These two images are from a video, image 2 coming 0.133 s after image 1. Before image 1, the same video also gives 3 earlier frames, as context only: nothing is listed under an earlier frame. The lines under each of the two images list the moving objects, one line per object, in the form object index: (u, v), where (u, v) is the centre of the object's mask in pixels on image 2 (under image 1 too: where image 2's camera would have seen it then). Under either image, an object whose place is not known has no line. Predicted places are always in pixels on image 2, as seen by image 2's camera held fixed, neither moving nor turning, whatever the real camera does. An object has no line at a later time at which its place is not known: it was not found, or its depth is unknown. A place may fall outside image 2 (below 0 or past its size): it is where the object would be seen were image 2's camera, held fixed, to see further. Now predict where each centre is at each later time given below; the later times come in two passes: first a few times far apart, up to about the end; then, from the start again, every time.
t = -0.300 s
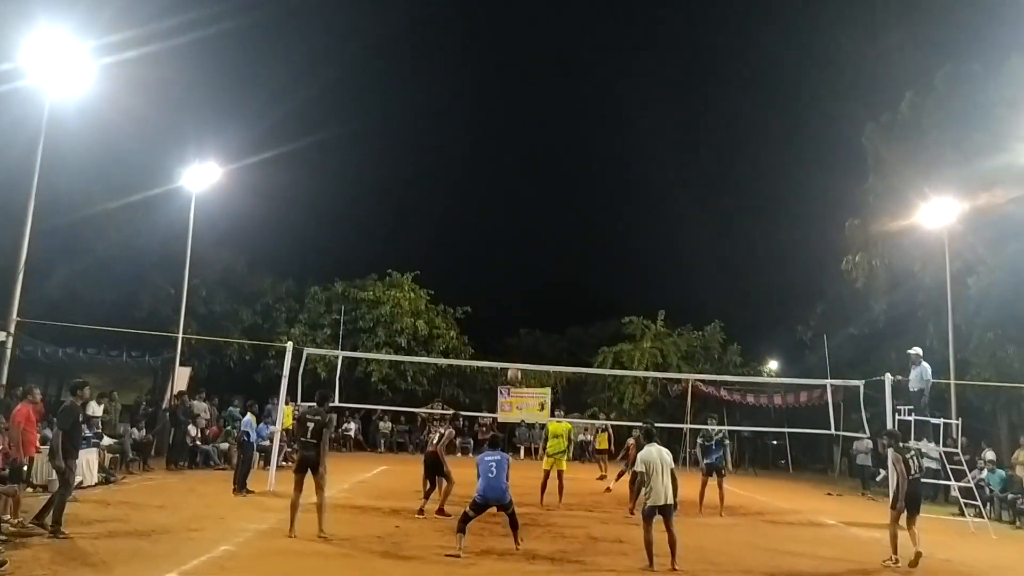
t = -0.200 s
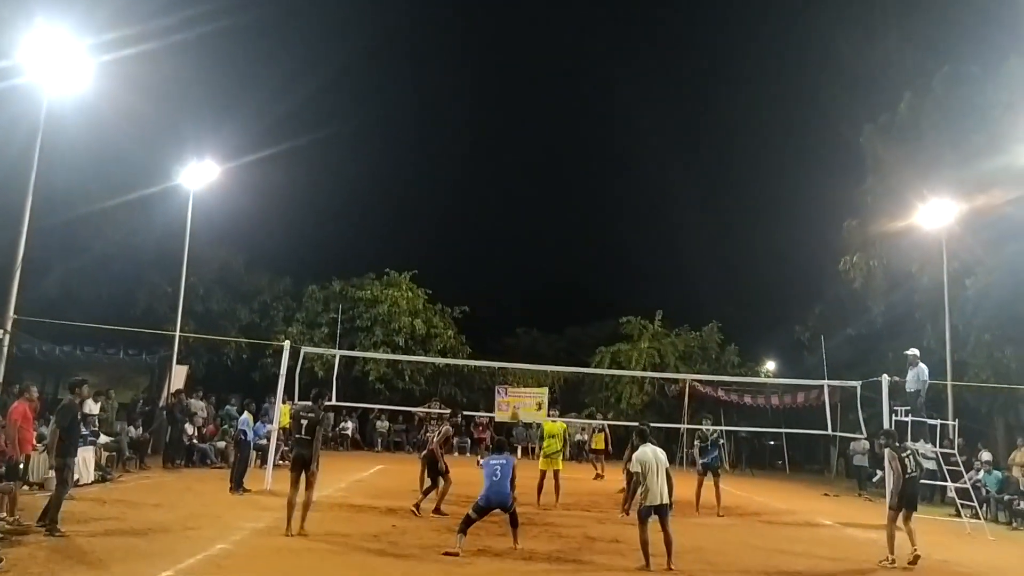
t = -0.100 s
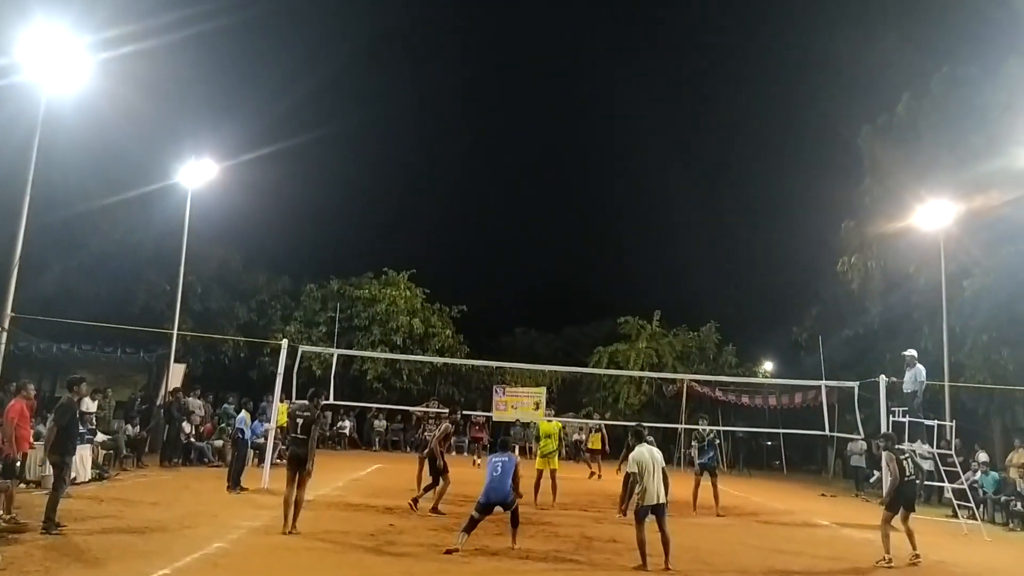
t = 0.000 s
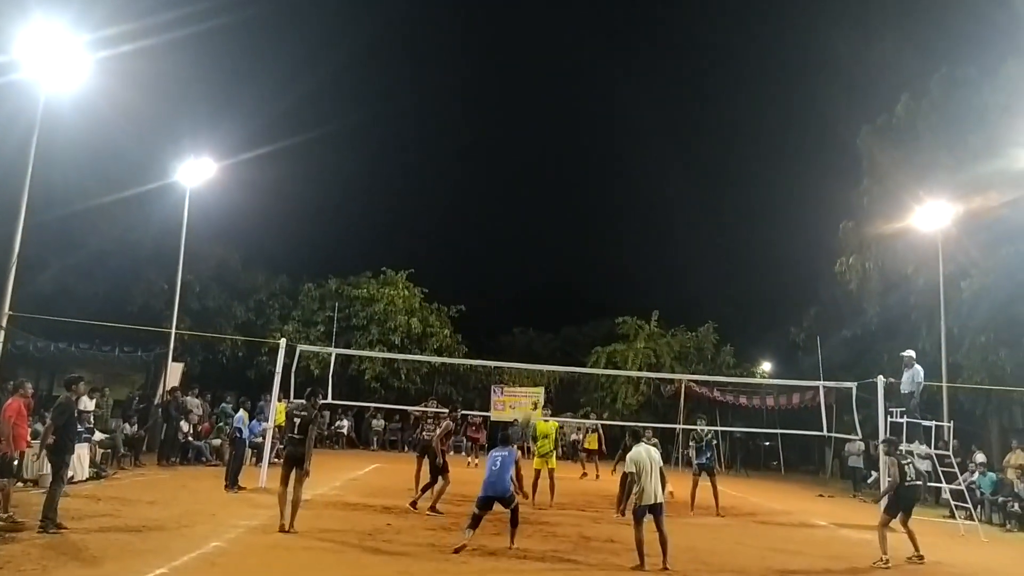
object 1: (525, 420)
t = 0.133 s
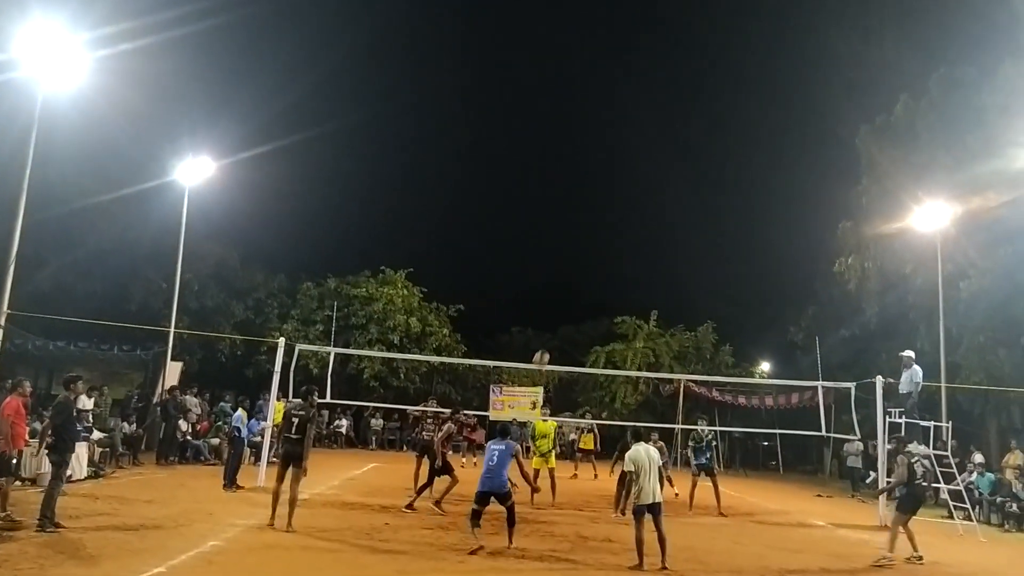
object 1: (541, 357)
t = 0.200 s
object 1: (547, 336)
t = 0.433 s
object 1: (568, 283)
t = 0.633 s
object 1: (581, 267)
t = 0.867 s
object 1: (593, 278)
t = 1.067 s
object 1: (601, 309)
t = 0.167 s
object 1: (544, 348)
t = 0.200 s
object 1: (547, 336)
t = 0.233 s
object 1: (550, 325)
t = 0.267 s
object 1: (553, 317)
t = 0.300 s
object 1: (556, 308)
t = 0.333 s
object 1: (559, 300)
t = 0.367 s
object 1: (562, 294)
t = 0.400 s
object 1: (565, 288)
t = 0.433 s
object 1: (568, 283)
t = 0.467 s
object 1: (570, 278)
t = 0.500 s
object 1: (572, 275)
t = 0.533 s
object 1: (575, 272)
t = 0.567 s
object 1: (577, 270)
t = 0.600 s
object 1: (579, 268)
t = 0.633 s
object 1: (581, 267)
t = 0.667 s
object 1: (583, 267)
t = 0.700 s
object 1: (585, 267)
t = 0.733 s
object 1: (586, 268)
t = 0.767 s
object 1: (588, 270)
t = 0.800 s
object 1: (590, 272)
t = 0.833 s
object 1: (591, 274)
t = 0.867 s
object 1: (593, 278)
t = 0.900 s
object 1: (594, 281)
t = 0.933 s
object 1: (596, 286)
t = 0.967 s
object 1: (597, 291)
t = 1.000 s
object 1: (599, 296)
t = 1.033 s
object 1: (600, 302)
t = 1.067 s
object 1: (601, 309)
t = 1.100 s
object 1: (602, 315)
